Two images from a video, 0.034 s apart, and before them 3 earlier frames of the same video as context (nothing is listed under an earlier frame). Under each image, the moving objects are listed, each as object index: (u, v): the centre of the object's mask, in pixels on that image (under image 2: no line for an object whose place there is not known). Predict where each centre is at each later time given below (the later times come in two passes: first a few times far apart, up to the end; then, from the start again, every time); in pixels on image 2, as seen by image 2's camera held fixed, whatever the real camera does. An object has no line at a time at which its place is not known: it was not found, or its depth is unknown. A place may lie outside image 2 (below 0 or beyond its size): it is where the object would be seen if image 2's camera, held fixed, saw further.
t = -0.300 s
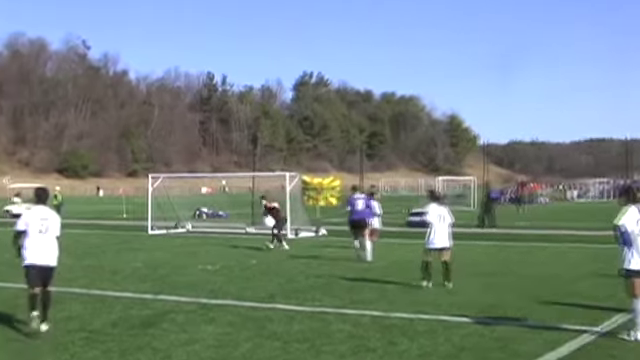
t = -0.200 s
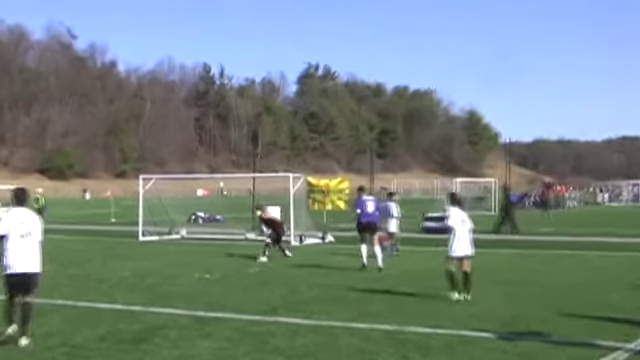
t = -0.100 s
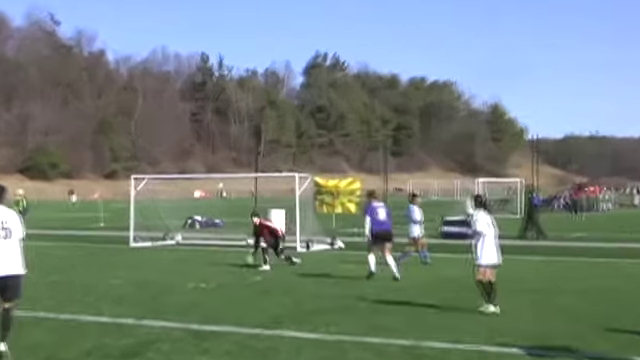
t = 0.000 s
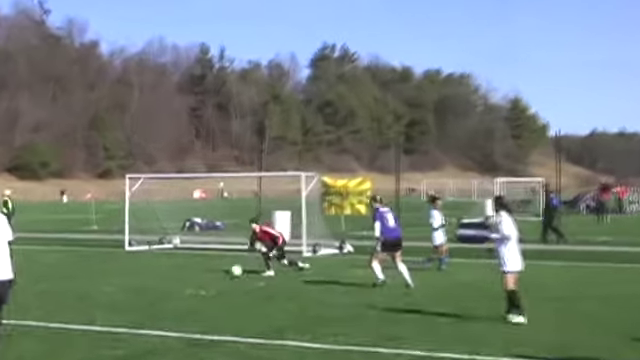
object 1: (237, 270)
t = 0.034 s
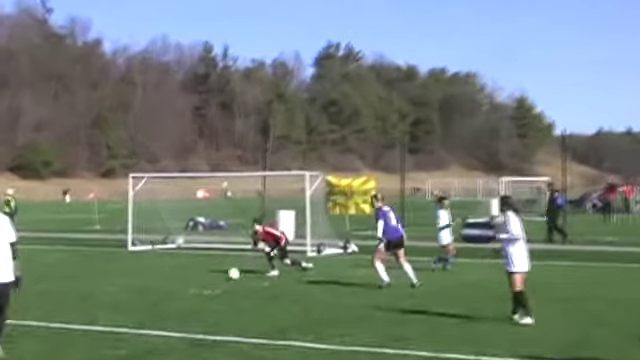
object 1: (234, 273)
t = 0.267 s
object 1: (184, 285)
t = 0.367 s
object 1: (160, 291)
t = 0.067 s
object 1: (227, 274)
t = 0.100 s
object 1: (221, 274)
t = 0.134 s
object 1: (214, 276)
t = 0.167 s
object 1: (206, 278)
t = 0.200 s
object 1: (199, 282)
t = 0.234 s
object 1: (191, 285)
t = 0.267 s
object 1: (184, 285)
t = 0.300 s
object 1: (176, 286)
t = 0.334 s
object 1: (168, 288)
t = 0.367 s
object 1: (160, 291)
